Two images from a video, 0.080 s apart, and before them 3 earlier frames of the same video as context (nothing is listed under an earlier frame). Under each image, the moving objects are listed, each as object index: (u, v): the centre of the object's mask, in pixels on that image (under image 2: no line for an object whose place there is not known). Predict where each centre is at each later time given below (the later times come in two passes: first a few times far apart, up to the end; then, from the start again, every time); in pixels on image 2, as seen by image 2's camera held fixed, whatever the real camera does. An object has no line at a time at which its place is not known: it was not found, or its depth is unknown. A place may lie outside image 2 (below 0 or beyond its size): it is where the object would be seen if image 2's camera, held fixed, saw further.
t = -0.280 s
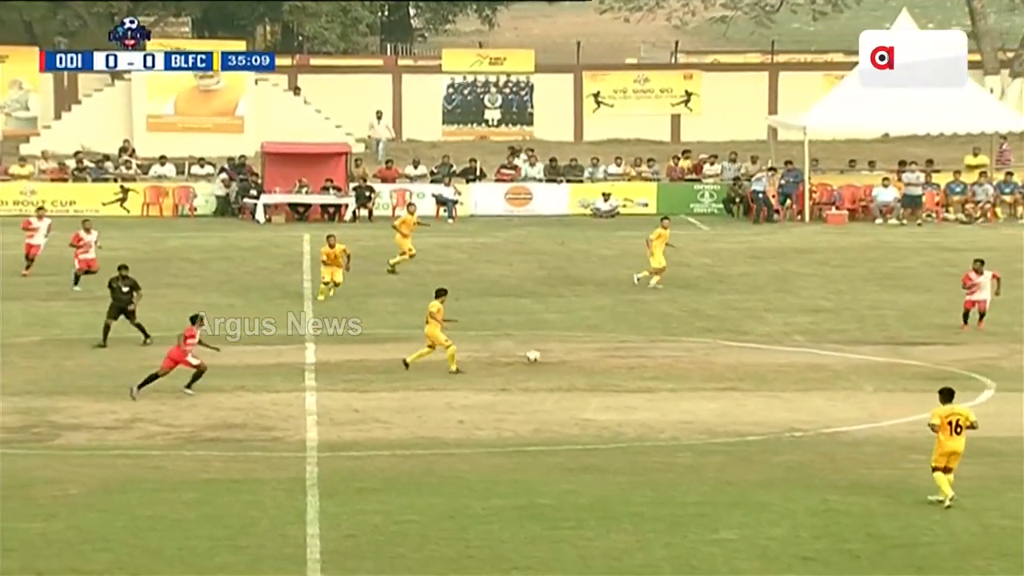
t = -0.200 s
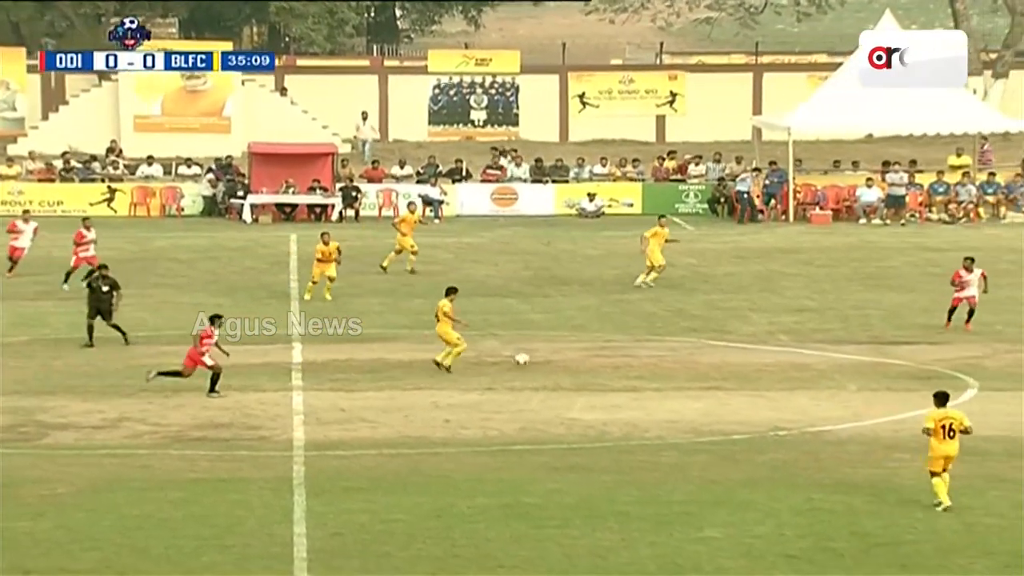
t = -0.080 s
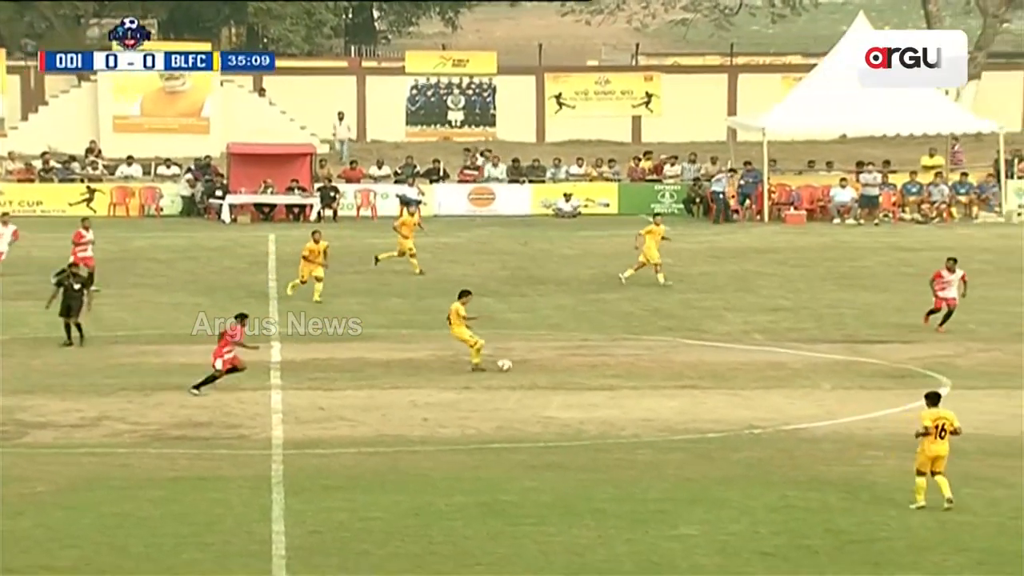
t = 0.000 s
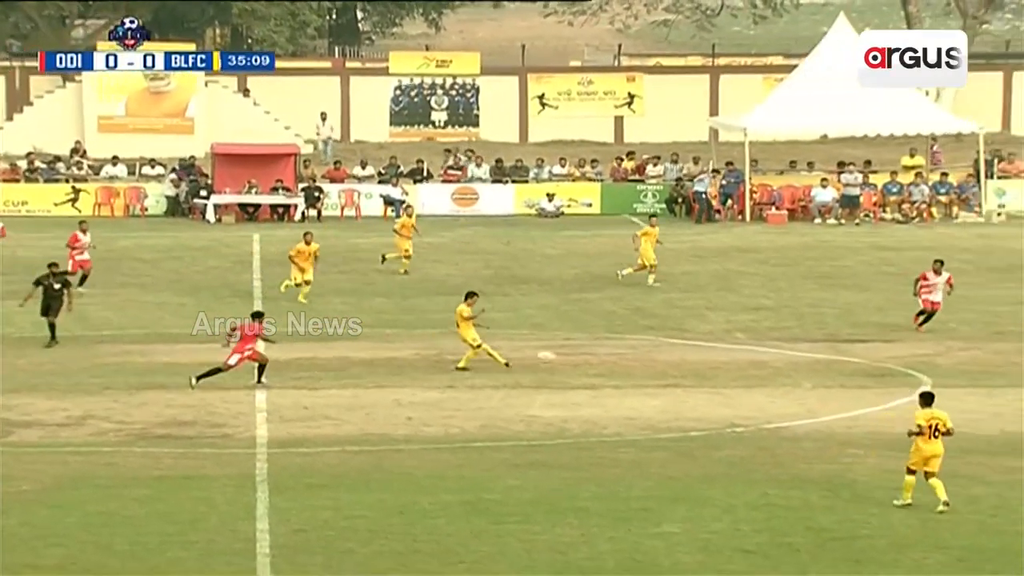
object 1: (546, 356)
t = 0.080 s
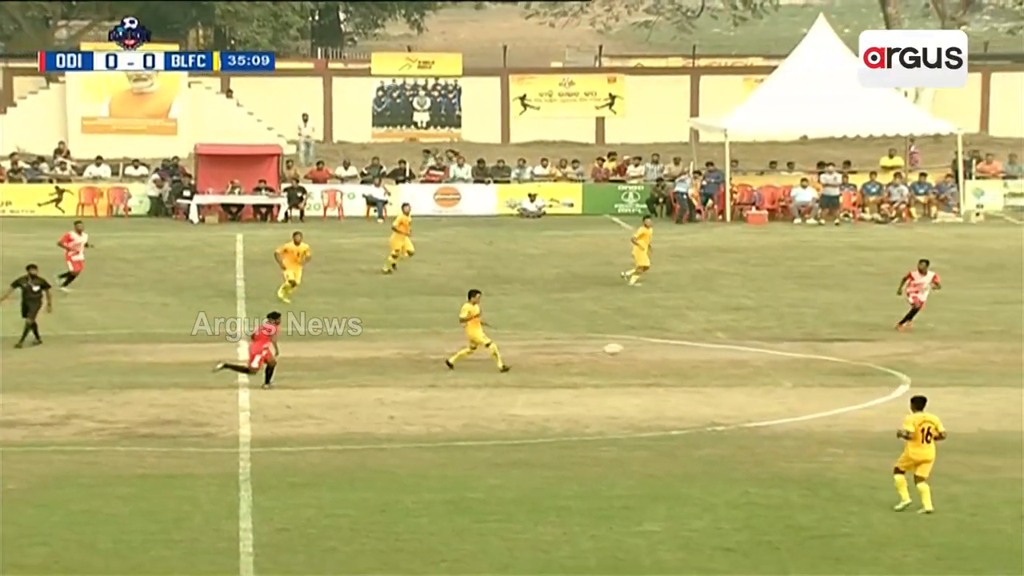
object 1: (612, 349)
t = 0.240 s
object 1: (784, 345)
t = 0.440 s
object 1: (1001, 364)
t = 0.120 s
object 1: (656, 346)
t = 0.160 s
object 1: (699, 346)
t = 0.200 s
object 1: (740, 345)
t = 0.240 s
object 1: (784, 345)
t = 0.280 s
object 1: (826, 347)
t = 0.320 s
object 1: (869, 350)
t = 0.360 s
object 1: (913, 353)
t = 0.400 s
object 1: (957, 358)
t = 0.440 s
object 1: (1001, 364)
